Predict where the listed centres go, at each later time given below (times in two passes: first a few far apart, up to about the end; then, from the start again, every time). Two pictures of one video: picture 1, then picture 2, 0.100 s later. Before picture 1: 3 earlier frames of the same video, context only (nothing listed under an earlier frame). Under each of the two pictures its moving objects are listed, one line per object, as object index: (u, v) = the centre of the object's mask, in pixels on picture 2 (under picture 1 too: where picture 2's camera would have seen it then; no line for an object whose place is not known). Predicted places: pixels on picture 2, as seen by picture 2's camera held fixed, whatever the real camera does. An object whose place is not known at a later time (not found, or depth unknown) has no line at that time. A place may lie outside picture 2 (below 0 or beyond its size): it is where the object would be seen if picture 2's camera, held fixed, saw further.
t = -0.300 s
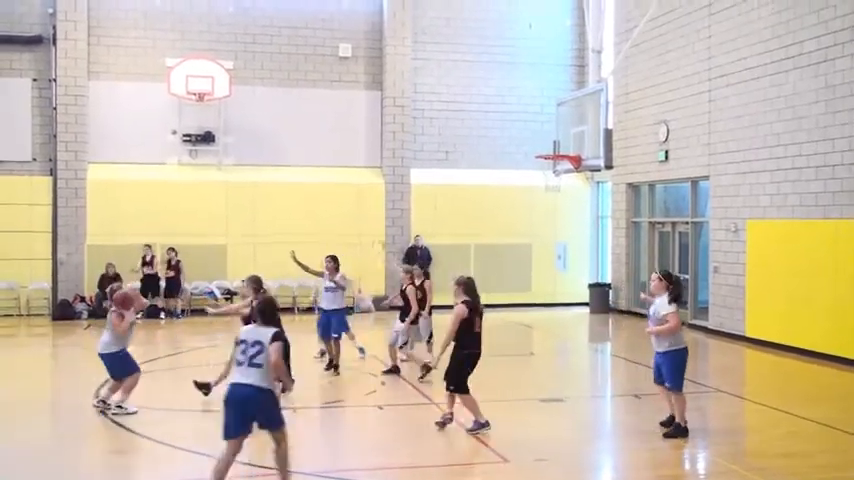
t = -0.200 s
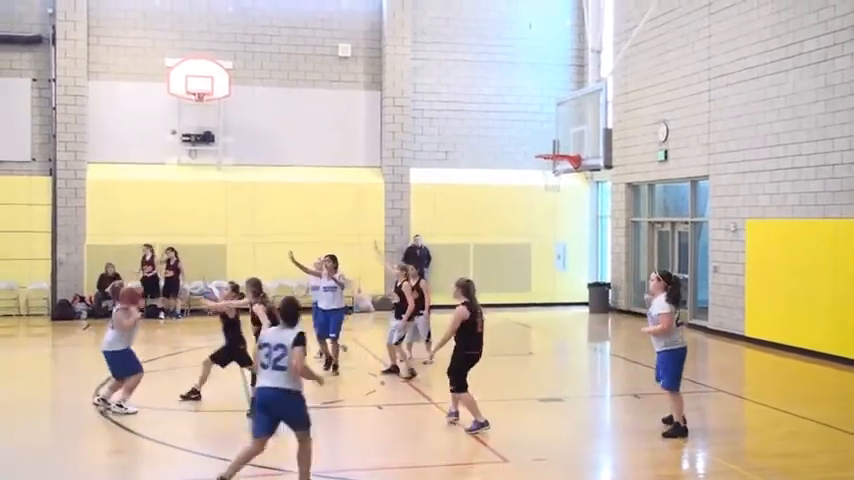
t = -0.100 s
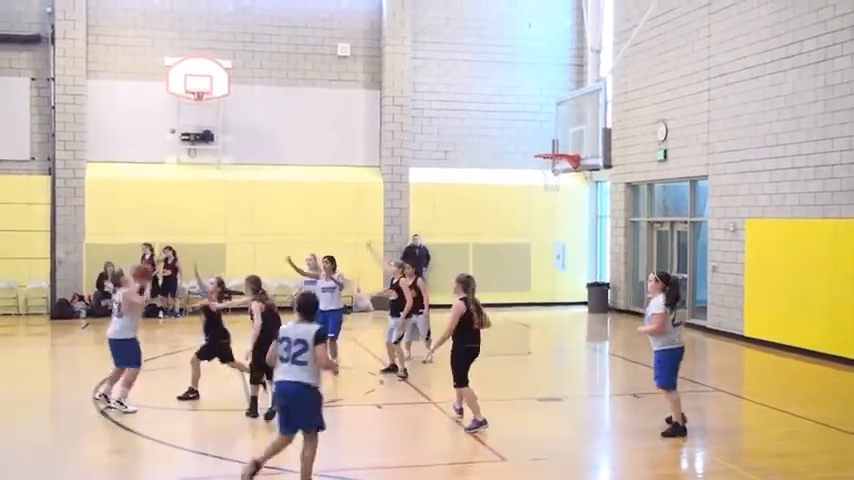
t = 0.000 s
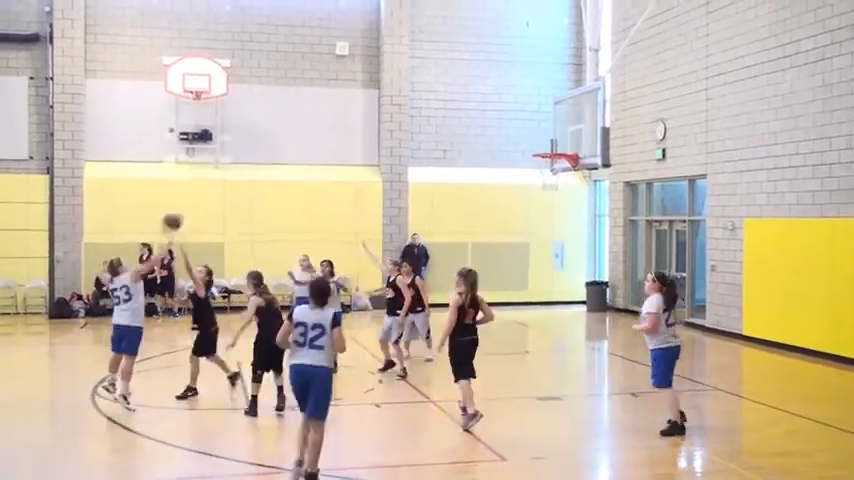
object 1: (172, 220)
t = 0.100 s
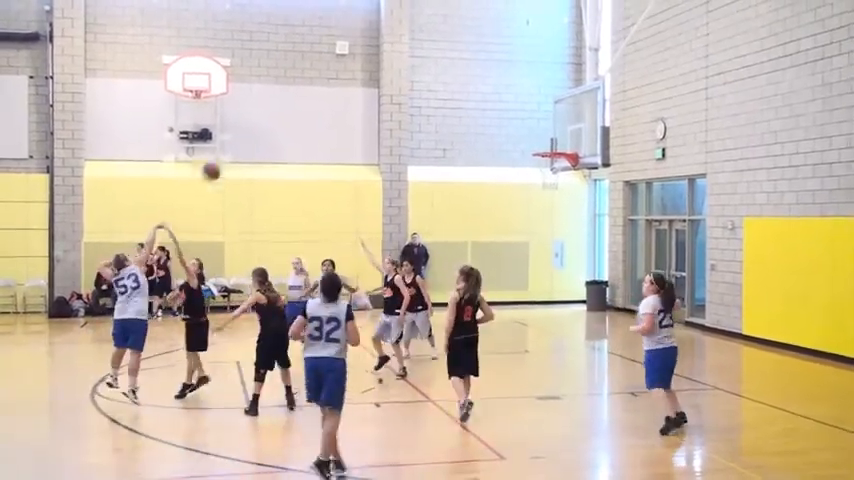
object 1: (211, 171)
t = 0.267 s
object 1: (272, 113)
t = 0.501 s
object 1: (347, 75)
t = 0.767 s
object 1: (422, 84)
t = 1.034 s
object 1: (486, 141)
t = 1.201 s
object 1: (522, 199)
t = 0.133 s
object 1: (224, 157)
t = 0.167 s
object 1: (236, 145)
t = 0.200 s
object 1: (249, 133)
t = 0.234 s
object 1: (260, 122)
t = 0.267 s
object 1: (272, 113)
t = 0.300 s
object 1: (283, 104)
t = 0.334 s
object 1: (294, 97)
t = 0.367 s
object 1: (306, 90)
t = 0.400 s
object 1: (316, 85)
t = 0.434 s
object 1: (327, 81)
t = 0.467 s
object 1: (338, 77)
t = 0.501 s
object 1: (347, 75)
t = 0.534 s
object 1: (358, 73)
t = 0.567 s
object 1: (367, 72)
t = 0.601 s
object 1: (378, 73)
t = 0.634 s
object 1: (387, 73)
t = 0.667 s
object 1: (396, 74)
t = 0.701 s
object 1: (405, 77)
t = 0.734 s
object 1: (414, 79)
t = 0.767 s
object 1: (422, 84)
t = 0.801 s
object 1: (431, 89)
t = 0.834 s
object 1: (439, 94)
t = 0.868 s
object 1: (447, 100)
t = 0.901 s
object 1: (456, 107)
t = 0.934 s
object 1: (463, 115)
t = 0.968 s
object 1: (471, 123)
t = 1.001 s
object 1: (478, 132)
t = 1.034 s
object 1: (486, 141)
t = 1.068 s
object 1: (494, 152)
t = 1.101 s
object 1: (501, 162)
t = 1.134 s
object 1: (508, 174)
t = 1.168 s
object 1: (515, 187)
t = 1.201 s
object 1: (522, 199)
